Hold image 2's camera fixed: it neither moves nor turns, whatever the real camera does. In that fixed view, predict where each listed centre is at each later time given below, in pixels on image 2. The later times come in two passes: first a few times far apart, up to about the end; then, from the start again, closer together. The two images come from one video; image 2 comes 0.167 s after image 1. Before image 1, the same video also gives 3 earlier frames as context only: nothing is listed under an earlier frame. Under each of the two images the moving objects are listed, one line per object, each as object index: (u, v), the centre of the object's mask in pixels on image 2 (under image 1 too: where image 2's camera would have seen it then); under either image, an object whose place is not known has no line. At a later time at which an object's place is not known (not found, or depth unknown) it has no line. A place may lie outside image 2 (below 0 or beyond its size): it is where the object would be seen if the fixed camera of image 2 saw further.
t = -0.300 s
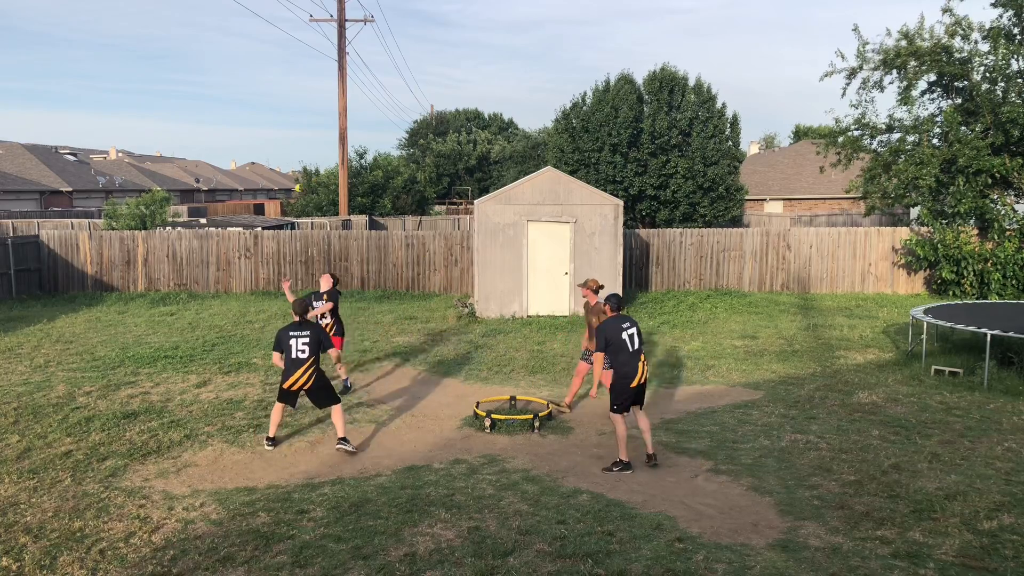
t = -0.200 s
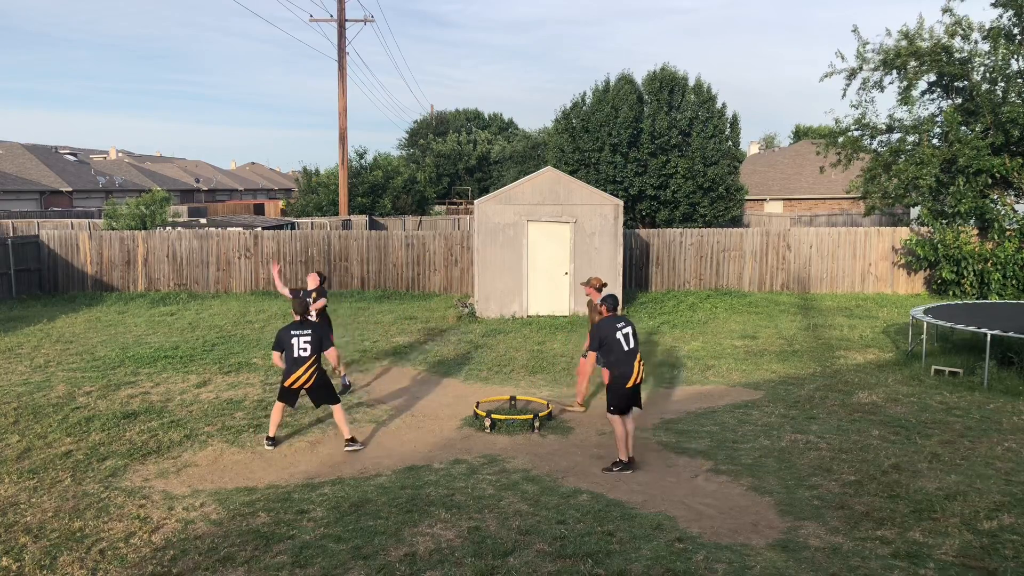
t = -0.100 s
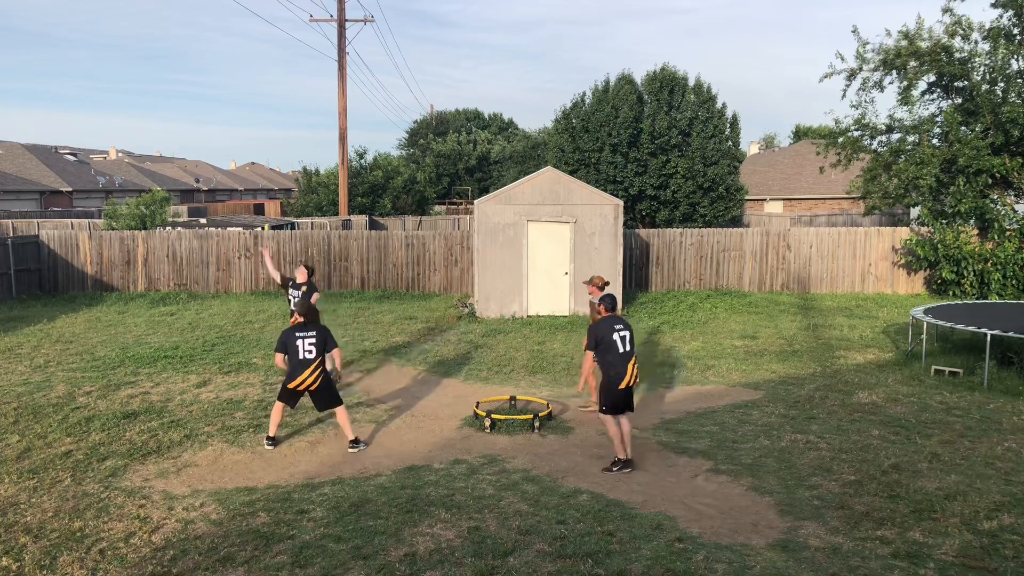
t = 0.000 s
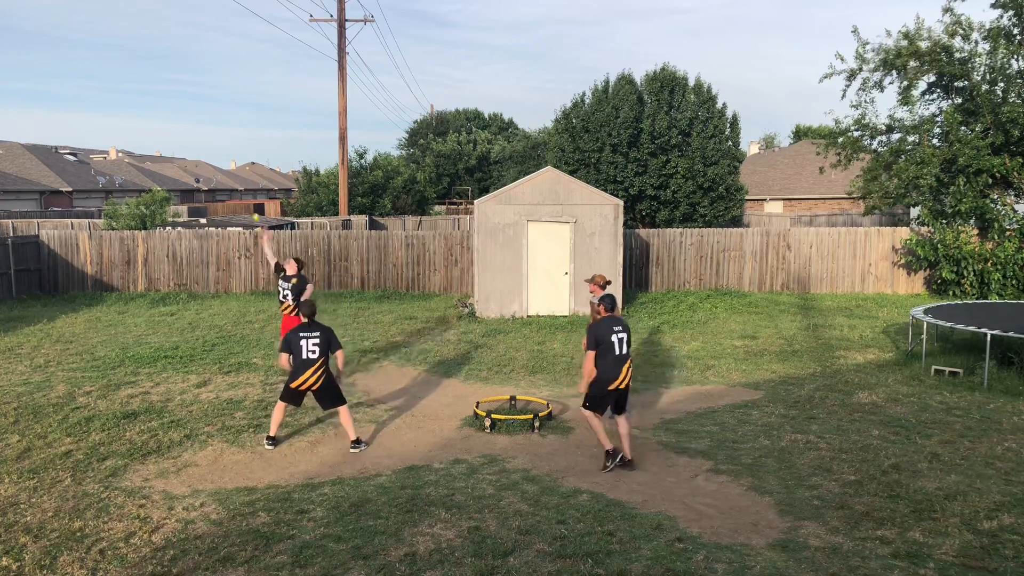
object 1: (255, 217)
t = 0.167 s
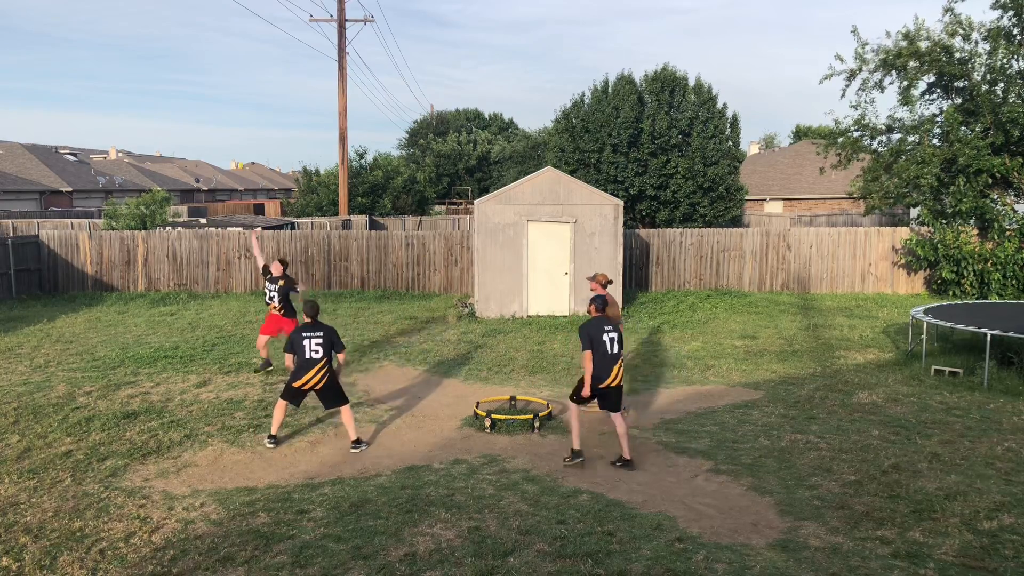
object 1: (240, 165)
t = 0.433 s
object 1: (215, 123)
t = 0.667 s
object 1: (195, 131)
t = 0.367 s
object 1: (221, 129)
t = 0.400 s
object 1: (218, 126)
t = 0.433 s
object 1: (215, 123)
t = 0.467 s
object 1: (212, 122)
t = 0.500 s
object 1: (209, 122)
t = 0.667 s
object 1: (195, 131)
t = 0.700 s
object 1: (192, 135)
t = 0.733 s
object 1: (189, 141)
